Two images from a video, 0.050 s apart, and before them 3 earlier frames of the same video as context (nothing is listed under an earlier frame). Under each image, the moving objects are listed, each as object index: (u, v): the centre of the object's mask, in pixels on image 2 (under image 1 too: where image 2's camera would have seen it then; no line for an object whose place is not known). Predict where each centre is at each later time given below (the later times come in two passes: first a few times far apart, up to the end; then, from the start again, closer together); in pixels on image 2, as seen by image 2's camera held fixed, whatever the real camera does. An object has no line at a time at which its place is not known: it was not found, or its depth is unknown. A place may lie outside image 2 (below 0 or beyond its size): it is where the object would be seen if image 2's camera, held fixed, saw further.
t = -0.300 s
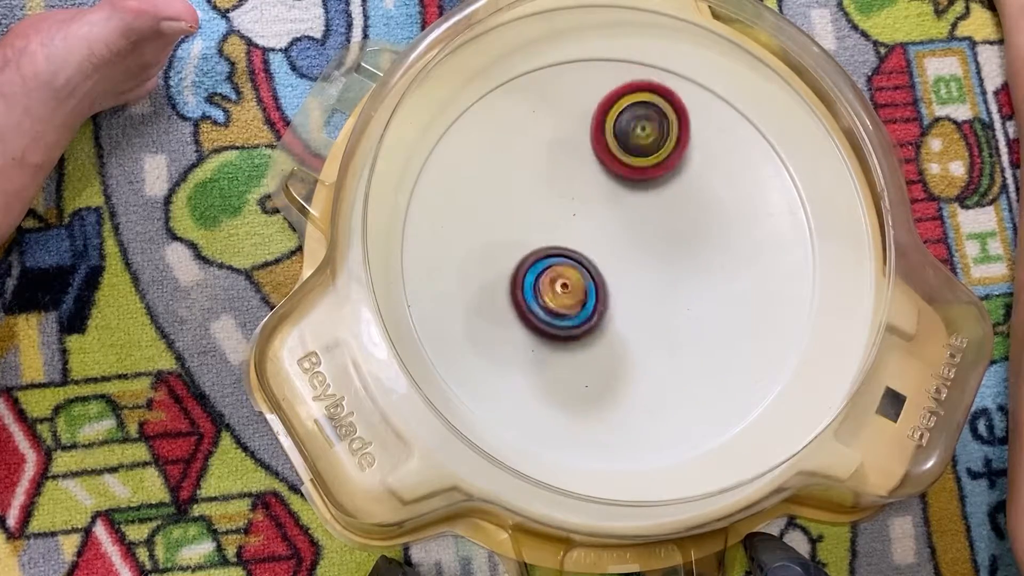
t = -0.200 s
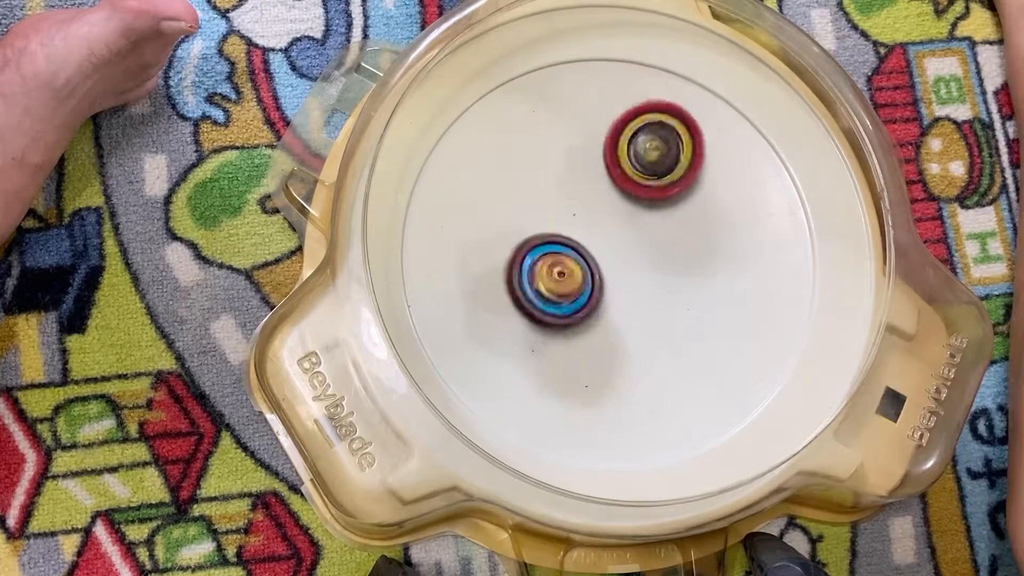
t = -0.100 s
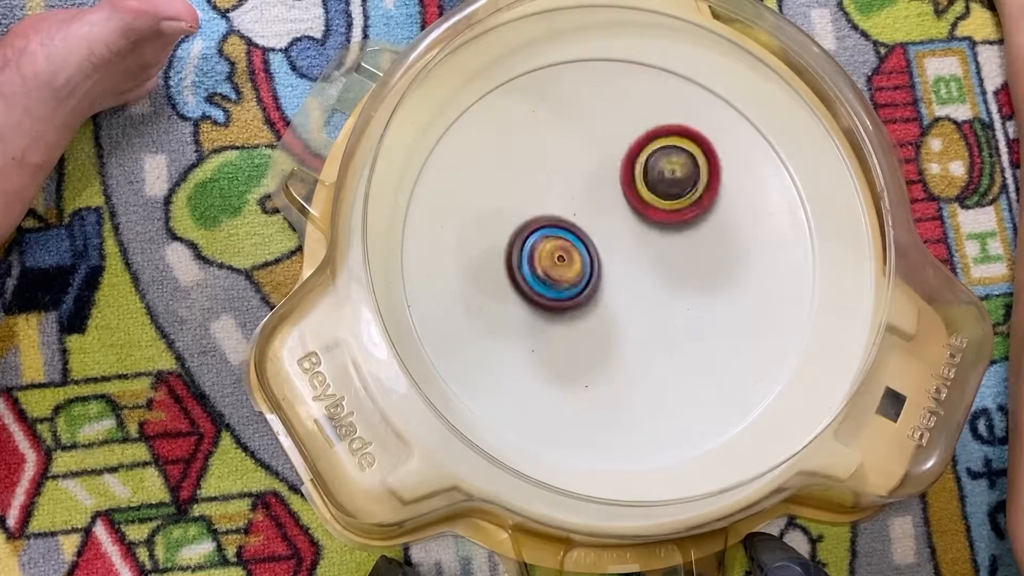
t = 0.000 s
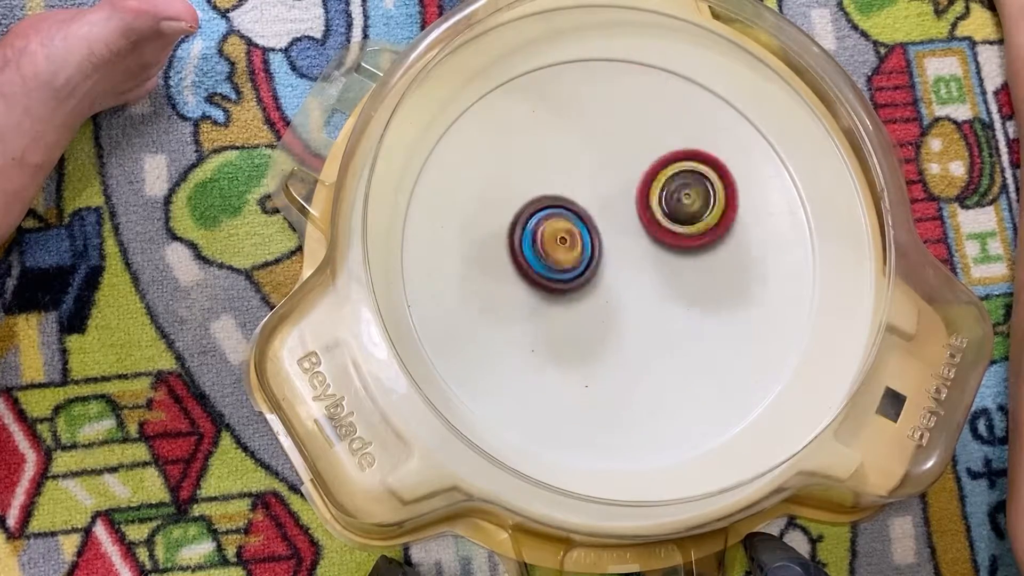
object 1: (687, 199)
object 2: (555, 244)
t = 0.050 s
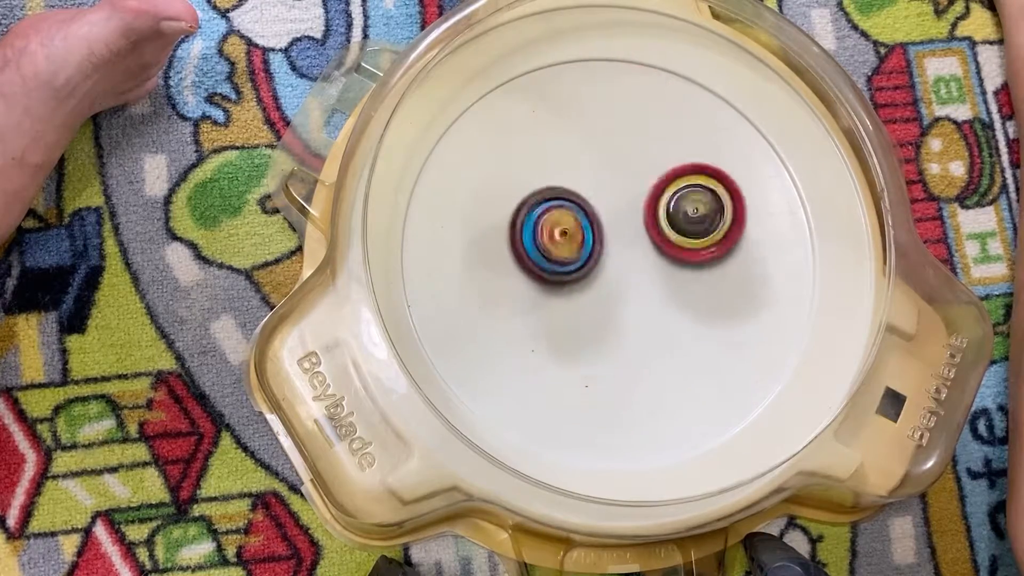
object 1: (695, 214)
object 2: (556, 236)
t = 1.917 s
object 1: (515, 243)
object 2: (621, 270)
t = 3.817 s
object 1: (673, 363)
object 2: (579, 260)
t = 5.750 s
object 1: (710, 195)
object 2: (583, 250)
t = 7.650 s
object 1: (544, 202)
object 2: (662, 267)
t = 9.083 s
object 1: (619, 355)
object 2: (629, 223)
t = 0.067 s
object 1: (697, 218)
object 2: (558, 232)
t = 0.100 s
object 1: (702, 226)
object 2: (560, 227)
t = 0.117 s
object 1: (704, 231)
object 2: (560, 225)
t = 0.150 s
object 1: (709, 240)
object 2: (563, 221)
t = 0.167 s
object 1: (711, 245)
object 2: (566, 220)
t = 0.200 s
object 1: (716, 253)
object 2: (570, 217)
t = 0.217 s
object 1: (718, 257)
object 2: (571, 214)
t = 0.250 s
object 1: (722, 265)
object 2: (576, 210)
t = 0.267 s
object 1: (723, 269)
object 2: (579, 210)
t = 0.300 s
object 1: (727, 277)
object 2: (583, 206)
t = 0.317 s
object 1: (730, 281)
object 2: (585, 203)
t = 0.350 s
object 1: (733, 288)
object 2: (589, 200)
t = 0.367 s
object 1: (734, 291)
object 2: (593, 200)
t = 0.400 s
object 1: (737, 297)
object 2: (597, 198)
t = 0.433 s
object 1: (739, 303)
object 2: (603, 196)
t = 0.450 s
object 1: (739, 306)
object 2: (605, 195)
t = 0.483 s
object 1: (740, 311)
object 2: (611, 194)
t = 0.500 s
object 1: (740, 313)
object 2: (614, 194)
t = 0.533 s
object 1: (739, 317)
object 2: (620, 195)
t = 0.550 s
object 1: (738, 319)
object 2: (622, 194)
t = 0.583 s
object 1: (735, 323)
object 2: (629, 194)
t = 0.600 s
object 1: (734, 325)
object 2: (632, 195)
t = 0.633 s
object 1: (731, 328)
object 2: (638, 196)
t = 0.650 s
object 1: (728, 329)
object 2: (640, 196)
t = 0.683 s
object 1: (723, 332)
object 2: (645, 198)
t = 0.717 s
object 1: (717, 334)
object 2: (650, 201)
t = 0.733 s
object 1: (713, 336)
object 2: (652, 204)
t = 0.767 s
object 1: (706, 338)
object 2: (656, 207)
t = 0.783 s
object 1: (702, 339)
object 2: (658, 209)
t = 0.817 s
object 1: (694, 341)
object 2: (661, 212)
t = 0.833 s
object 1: (689, 341)
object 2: (664, 215)
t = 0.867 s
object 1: (680, 343)
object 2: (667, 220)
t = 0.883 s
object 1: (676, 343)
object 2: (667, 221)
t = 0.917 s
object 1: (666, 344)
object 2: (670, 227)
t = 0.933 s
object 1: (661, 344)
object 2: (672, 230)
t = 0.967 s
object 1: (651, 345)
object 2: (674, 236)
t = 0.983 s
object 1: (646, 345)
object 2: (674, 239)
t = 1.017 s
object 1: (636, 345)
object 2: (677, 246)
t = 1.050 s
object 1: (626, 346)
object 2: (678, 252)
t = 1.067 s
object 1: (621, 346)
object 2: (680, 256)
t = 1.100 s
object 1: (611, 345)
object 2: (682, 263)
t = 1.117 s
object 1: (605, 344)
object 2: (682, 265)
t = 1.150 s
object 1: (595, 343)
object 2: (683, 271)
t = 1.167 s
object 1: (589, 342)
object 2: (684, 274)
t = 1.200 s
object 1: (579, 341)
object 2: (684, 278)
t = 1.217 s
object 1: (575, 341)
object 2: (683, 281)
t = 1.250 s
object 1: (565, 340)
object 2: (682, 285)
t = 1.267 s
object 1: (561, 340)
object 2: (681, 286)
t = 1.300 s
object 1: (553, 340)
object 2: (678, 289)
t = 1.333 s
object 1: (545, 339)
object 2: (673, 290)
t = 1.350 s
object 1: (542, 339)
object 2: (671, 292)
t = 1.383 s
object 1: (538, 337)
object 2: (666, 295)
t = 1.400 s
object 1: (536, 336)
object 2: (663, 295)
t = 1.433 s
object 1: (533, 334)
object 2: (657, 298)
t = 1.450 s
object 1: (532, 333)
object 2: (655, 300)
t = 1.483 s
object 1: (529, 331)
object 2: (648, 303)
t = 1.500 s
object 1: (528, 329)
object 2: (645, 304)
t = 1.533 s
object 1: (527, 327)
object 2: (637, 307)
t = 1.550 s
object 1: (526, 324)
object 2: (635, 307)
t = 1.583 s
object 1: (525, 320)
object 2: (631, 308)
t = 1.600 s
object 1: (523, 319)
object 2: (630, 309)
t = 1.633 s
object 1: (520, 313)
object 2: (634, 307)
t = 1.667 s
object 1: (518, 306)
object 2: (637, 305)
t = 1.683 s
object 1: (517, 302)
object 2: (637, 303)
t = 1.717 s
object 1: (516, 295)
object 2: (639, 299)
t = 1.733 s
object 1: (516, 291)
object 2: (639, 298)
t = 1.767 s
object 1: (516, 283)
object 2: (639, 293)
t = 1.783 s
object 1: (516, 279)
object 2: (637, 290)
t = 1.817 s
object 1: (516, 271)
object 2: (634, 285)
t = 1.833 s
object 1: (517, 266)
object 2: (631, 282)
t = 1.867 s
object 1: (517, 257)
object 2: (627, 276)
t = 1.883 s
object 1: (517, 253)
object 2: (624, 275)
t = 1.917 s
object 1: (515, 243)
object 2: (621, 270)
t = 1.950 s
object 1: (514, 232)
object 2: (623, 268)
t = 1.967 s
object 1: (513, 228)
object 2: (623, 267)
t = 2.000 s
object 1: (512, 219)
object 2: (623, 265)
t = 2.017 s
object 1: (511, 215)
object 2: (623, 264)
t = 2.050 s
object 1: (511, 208)
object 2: (623, 262)
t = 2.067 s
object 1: (512, 205)
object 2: (623, 262)
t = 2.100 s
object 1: (513, 199)
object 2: (623, 260)
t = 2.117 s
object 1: (514, 197)
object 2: (624, 259)
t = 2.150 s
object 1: (516, 192)
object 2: (625, 256)
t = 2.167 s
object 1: (517, 191)
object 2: (625, 255)
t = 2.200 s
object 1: (520, 187)
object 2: (625, 253)
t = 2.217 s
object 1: (522, 186)
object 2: (626, 251)
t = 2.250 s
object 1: (526, 183)
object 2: (627, 249)
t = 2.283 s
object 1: (531, 180)
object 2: (628, 248)
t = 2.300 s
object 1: (534, 180)
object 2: (629, 247)
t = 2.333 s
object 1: (540, 178)
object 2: (630, 245)
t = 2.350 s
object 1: (544, 176)
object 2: (630, 245)
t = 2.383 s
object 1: (552, 174)
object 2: (631, 244)
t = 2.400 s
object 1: (556, 173)
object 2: (631, 244)
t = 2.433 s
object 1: (564, 171)
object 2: (632, 246)
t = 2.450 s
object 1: (568, 167)
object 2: (635, 250)
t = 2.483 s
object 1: (576, 163)
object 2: (643, 257)
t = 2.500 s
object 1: (580, 161)
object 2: (648, 259)
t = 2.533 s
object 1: (589, 159)
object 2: (656, 261)
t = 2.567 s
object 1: (599, 156)
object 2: (665, 262)
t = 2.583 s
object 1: (603, 155)
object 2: (669, 263)
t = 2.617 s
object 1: (612, 154)
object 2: (675, 263)
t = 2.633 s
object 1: (617, 154)
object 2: (677, 263)
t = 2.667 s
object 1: (627, 153)
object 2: (681, 264)
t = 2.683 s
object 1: (631, 153)
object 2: (682, 263)
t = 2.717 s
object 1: (640, 154)
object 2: (684, 264)
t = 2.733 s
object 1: (644, 153)
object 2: (685, 264)
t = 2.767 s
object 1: (653, 153)
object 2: (684, 264)
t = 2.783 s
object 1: (657, 154)
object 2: (682, 263)
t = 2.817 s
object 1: (664, 155)
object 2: (680, 263)
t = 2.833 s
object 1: (668, 155)
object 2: (678, 262)
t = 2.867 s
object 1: (675, 156)
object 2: (675, 261)
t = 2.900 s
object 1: (681, 158)
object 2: (672, 260)
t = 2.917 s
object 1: (683, 159)
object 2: (670, 259)
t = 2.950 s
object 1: (687, 161)
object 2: (666, 260)
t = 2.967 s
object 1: (689, 162)
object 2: (665, 260)
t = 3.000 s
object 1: (692, 165)
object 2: (662, 261)
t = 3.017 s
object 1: (694, 167)
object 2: (660, 263)
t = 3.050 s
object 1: (696, 171)
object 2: (656, 265)
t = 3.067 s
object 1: (696, 174)
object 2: (652, 266)
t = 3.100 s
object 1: (698, 179)
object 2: (646, 269)
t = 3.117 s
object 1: (699, 182)
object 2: (644, 270)
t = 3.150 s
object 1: (701, 190)
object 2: (638, 274)
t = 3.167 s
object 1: (702, 194)
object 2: (636, 276)
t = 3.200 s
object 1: (704, 204)
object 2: (629, 278)
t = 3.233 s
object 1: (704, 213)
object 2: (622, 282)
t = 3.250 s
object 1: (704, 218)
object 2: (619, 284)
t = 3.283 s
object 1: (704, 228)
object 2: (614, 285)
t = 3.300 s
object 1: (705, 233)
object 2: (609, 287)
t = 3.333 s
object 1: (704, 243)
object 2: (603, 289)
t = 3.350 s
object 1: (704, 248)
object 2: (600, 289)
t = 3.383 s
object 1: (703, 258)
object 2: (594, 290)
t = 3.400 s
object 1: (703, 263)
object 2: (592, 290)
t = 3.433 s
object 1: (702, 273)
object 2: (587, 290)
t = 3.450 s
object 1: (702, 278)
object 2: (586, 290)
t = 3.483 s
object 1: (701, 288)
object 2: (582, 288)
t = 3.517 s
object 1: (700, 297)
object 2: (579, 287)
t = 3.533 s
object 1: (698, 302)
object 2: (579, 287)
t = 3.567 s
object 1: (697, 311)
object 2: (578, 284)
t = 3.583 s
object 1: (696, 316)
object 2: (576, 283)
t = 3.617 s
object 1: (693, 325)
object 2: (576, 282)
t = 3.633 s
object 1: (692, 329)
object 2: (576, 280)
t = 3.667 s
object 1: (689, 337)
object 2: (576, 276)
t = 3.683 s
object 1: (688, 341)
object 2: (576, 275)
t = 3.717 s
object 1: (684, 348)
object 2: (576, 272)
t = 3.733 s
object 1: (683, 352)
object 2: (578, 270)
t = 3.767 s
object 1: (679, 357)
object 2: (578, 266)
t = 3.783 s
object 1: (677, 359)
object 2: (578, 265)
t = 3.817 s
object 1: (673, 363)
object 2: (579, 260)
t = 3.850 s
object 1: (669, 365)
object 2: (579, 255)
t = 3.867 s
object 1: (667, 366)
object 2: (579, 254)
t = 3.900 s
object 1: (662, 368)
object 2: (581, 248)
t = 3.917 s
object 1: (661, 368)
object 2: (581, 245)
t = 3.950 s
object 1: (656, 368)
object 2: (582, 242)
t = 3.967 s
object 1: (654, 368)
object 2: (584, 239)
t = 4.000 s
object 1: (648, 367)
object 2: (586, 235)
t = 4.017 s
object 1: (646, 367)
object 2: (588, 233)
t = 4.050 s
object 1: (639, 365)
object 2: (590, 229)
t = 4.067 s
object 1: (635, 364)
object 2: (593, 228)
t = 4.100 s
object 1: (627, 360)
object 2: (596, 225)
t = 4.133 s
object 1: (619, 356)
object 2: (600, 222)
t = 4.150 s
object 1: (615, 353)
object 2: (603, 221)
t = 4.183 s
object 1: (606, 348)
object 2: (607, 219)
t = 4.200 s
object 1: (602, 345)
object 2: (607, 219)
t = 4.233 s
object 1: (593, 339)
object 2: (614, 216)
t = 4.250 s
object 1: (589, 336)
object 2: (616, 215)
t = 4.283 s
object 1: (581, 330)
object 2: (619, 216)
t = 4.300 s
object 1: (576, 327)
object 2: (622, 216)
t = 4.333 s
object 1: (568, 320)
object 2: (626, 215)
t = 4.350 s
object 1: (564, 317)
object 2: (629, 216)
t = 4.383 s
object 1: (556, 310)
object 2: (632, 217)
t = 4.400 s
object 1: (553, 307)
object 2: (636, 218)
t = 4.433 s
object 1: (546, 300)
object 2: (639, 219)
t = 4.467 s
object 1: (539, 293)
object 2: (642, 222)
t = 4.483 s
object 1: (537, 289)
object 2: (645, 223)
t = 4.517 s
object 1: (531, 281)
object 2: (648, 225)
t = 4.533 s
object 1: (528, 278)
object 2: (649, 227)
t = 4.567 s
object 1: (523, 270)
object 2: (652, 230)
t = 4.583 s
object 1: (521, 267)
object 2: (653, 232)
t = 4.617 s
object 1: (517, 259)
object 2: (655, 236)
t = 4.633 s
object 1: (515, 256)
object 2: (655, 237)
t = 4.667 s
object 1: (511, 248)
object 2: (657, 242)
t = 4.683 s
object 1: (510, 245)
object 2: (658, 244)
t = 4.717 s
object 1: (508, 239)
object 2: (658, 247)
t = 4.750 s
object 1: (508, 234)
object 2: (659, 252)
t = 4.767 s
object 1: (508, 233)
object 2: (660, 255)
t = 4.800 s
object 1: (508, 230)
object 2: (659, 259)
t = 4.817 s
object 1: (508, 228)
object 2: (659, 261)
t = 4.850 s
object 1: (510, 225)
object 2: (658, 266)
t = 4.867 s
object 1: (510, 224)
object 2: (658, 269)
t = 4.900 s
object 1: (512, 222)
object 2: (656, 271)
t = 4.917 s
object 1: (514, 220)
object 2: (655, 274)
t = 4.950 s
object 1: (518, 218)
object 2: (653, 278)
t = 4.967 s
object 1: (520, 216)
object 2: (651, 279)
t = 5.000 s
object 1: (526, 213)
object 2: (649, 281)
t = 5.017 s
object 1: (529, 211)
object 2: (646, 283)
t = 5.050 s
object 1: (536, 208)
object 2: (642, 286)
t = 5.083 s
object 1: (544, 204)
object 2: (640, 287)
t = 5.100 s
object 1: (549, 203)
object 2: (637, 289)
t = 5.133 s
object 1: (557, 201)
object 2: (633, 291)
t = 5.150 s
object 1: (562, 200)
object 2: (630, 290)
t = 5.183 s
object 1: (571, 197)
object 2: (626, 291)
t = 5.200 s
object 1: (576, 196)
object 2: (622, 292)
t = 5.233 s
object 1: (586, 195)
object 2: (617, 291)
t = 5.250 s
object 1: (591, 194)
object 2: (615, 291)
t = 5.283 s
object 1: (601, 190)
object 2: (611, 292)
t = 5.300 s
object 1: (606, 190)
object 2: (609, 292)
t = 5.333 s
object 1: (615, 189)
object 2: (604, 292)
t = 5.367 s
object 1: (625, 187)
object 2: (599, 291)
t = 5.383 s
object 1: (629, 187)
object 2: (598, 290)
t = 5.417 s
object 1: (639, 187)
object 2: (595, 288)
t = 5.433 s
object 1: (643, 186)
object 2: (592, 287)
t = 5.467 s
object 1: (652, 186)
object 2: (590, 285)
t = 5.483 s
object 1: (657, 186)
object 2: (589, 283)
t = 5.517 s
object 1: (666, 186)
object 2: (586, 279)
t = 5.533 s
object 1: (670, 187)
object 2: (586, 278)
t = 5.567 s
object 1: (678, 188)
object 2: (584, 274)
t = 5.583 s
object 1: (682, 187)
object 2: (584, 273)
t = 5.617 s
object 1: (690, 189)
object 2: (582, 267)
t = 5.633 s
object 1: (694, 189)
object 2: (582, 266)
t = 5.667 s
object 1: (701, 191)
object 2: (582, 262)
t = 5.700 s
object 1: (706, 193)
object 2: (581, 257)
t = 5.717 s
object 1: (708, 194)
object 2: (582, 255)
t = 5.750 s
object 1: (710, 195)
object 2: (583, 250)
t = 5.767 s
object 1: (710, 197)
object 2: (584, 249)
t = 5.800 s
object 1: (712, 199)
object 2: (585, 243)
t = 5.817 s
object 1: (712, 200)
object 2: (586, 242)
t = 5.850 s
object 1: (712, 203)
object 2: (589, 236)
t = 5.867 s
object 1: (713, 205)
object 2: (589, 235)
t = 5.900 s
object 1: (713, 209)
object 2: (593, 231)
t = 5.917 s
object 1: (712, 212)
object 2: (594, 229)
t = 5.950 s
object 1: (711, 218)
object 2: (598, 227)
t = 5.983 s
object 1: (709, 225)
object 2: (602, 223)
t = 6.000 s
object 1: (708, 229)
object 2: (604, 223)
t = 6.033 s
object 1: (715, 239)
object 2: (597, 216)
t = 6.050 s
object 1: (722, 245)
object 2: (588, 213)
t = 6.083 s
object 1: (727, 256)
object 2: (574, 206)
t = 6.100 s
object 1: (727, 260)
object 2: (568, 204)
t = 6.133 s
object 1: (728, 269)
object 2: (560, 201)
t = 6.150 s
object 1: (728, 273)
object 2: (556, 200)
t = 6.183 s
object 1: (728, 281)
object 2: (554, 200)
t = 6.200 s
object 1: (728, 285)
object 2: (553, 200)
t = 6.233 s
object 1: (728, 293)
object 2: (554, 203)
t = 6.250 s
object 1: (727, 297)
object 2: (555, 203)
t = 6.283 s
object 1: (725, 305)
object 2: (557, 207)
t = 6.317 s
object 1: (722, 312)
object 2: (558, 210)
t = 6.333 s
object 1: (720, 316)
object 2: (559, 212)
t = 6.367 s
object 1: (715, 322)
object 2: (560, 215)
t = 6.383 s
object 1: (713, 325)
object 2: (561, 217)
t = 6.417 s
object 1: (708, 331)
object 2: (563, 220)
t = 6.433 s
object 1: (705, 334)
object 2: (564, 221)
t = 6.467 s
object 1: (699, 338)
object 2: (565, 223)
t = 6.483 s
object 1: (696, 341)
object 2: (566, 225)
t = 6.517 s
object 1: (688, 345)
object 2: (568, 228)
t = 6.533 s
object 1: (684, 347)
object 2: (570, 231)
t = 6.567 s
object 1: (676, 351)
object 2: (573, 236)
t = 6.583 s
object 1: (672, 351)
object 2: (575, 239)
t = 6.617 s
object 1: (663, 354)
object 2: (577, 243)
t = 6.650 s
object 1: (655, 355)
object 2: (583, 250)
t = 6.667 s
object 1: (650, 355)
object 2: (584, 253)
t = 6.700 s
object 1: (641, 356)
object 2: (588, 259)
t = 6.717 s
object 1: (637, 357)
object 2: (589, 260)
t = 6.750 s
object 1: (630, 364)
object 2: (590, 252)
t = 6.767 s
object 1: (625, 366)
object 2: (591, 248)
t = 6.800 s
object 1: (617, 366)
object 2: (593, 241)
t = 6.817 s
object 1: (613, 365)
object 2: (593, 239)
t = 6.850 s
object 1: (604, 363)
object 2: (596, 234)
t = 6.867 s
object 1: (601, 361)
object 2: (597, 233)
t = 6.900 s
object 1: (593, 358)
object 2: (599, 232)
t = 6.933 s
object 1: (585, 354)
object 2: (602, 234)
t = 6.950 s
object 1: (581, 352)
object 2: (602, 234)
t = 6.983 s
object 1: (574, 347)
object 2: (605, 236)
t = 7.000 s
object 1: (571, 344)
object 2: (605, 237)
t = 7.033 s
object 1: (564, 338)
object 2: (607, 239)
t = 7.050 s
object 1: (561, 335)
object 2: (607, 240)
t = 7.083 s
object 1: (553, 331)
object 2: (610, 240)
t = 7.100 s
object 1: (549, 329)
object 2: (612, 239)
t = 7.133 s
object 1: (544, 322)
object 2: (617, 236)
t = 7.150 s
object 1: (541, 319)
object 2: (618, 236)
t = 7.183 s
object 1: (537, 312)
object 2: (621, 236)
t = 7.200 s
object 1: (535, 308)
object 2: (622, 237)
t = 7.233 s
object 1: (532, 300)
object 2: (623, 237)
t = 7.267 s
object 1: (530, 292)
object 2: (625, 238)
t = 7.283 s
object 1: (529, 288)
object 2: (626, 239)
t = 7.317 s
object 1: (528, 279)
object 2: (627, 240)
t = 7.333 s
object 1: (528, 275)
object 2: (628, 241)
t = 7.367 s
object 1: (528, 267)
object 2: (629, 243)
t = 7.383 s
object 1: (528, 263)
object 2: (630, 243)
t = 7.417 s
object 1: (529, 254)
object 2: (633, 245)
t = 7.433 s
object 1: (529, 250)
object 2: (633, 246)
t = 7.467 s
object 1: (528, 242)
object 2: (641, 250)
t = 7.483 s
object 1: (529, 238)
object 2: (644, 250)
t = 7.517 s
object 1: (531, 230)
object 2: (651, 254)
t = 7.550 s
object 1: (533, 222)
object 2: (655, 257)
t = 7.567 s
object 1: (535, 218)
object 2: (656, 259)
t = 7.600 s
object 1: (538, 212)
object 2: (657, 262)
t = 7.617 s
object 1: (540, 209)
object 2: (658, 263)
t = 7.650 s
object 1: (544, 202)
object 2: (662, 267)
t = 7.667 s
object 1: (547, 199)
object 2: (662, 268)
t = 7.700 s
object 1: (552, 193)
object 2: (662, 269)
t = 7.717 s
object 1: (556, 191)
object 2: (662, 269)
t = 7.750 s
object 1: (562, 187)
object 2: (660, 272)
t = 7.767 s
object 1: (565, 185)
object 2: (660, 273)
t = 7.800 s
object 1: (572, 182)
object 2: (657, 273)
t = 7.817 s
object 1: (576, 180)
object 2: (657, 273)
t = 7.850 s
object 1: (584, 178)
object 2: (654, 274)
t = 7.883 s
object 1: (592, 177)
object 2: (651, 277)
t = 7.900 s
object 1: (596, 176)
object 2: (650, 278)
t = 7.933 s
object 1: (603, 176)
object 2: (647, 278)
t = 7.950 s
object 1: (607, 176)
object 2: (645, 277)
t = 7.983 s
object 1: (615, 177)
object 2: (640, 279)
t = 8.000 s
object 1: (619, 177)
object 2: (637, 280)
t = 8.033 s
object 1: (627, 179)
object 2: (631, 280)
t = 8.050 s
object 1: (631, 180)
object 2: (628, 280)
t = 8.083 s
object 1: (639, 183)
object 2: (622, 280)
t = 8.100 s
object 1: (643, 184)
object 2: (619, 279)
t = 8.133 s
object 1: (650, 188)
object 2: (613, 278)
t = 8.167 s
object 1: (657, 192)
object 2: (607, 276)
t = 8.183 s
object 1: (660, 194)
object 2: (605, 275)
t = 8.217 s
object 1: (667, 199)
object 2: (599, 272)
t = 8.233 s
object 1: (670, 202)
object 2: (598, 271)
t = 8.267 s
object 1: (675, 208)
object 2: (592, 268)
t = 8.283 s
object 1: (678, 211)
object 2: (589, 266)
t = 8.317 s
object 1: (683, 217)
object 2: (587, 263)
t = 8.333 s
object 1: (685, 221)
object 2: (586, 262)
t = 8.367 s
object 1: (688, 227)
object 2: (585, 259)
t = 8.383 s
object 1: (690, 231)
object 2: (584, 256)
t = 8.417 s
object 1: (693, 238)
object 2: (583, 253)
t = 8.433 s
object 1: (694, 242)
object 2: (582, 250)
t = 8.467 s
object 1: (695, 250)
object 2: (583, 249)
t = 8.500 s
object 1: (696, 258)
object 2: (585, 246)
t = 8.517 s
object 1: (696, 261)
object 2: (584, 243)
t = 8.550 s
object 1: (696, 269)
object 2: (586, 240)
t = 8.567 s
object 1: (696, 273)
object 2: (587, 240)
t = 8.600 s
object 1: (695, 280)
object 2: (587, 240)
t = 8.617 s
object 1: (694, 284)
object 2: (589, 239)
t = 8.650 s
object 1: (692, 291)
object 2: (592, 236)
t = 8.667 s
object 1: (691, 295)
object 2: (594, 234)
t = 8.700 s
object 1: (688, 302)
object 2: (597, 234)
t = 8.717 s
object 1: (686, 306)
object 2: (597, 235)
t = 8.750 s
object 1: (682, 312)
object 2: (602, 234)
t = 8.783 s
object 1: (677, 317)
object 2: (607, 233)
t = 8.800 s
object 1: (674, 320)
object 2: (611, 233)
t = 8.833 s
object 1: (668, 325)
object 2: (614, 234)
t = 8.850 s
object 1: (666, 328)
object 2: (615, 235)
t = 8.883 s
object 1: (660, 336)
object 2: (622, 230)
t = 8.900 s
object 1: (657, 341)
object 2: (622, 226)
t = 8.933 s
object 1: (651, 345)
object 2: (626, 220)
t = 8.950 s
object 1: (647, 347)
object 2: (628, 220)
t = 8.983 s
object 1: (640, 350)
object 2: (629, 219)
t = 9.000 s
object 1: (637, 351)
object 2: (630, 219)
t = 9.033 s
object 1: (630, 354)
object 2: (630, 220)
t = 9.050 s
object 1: (626, 354)
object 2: (630, 221)
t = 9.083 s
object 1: (619, 355)
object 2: (629, 223)
